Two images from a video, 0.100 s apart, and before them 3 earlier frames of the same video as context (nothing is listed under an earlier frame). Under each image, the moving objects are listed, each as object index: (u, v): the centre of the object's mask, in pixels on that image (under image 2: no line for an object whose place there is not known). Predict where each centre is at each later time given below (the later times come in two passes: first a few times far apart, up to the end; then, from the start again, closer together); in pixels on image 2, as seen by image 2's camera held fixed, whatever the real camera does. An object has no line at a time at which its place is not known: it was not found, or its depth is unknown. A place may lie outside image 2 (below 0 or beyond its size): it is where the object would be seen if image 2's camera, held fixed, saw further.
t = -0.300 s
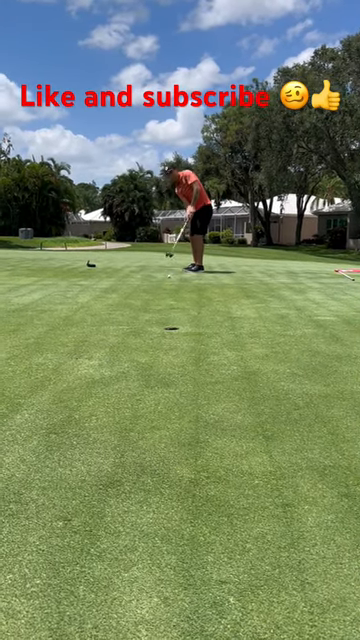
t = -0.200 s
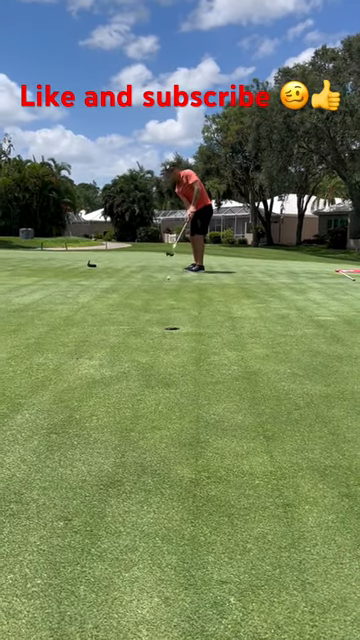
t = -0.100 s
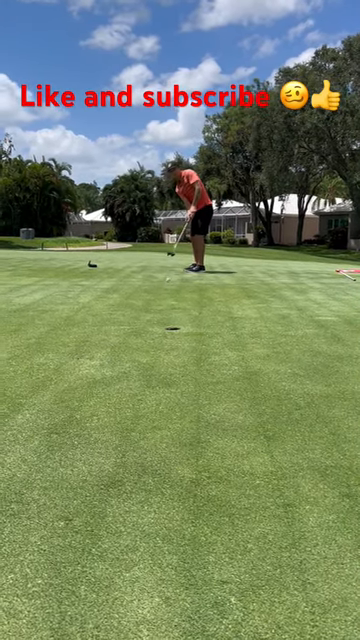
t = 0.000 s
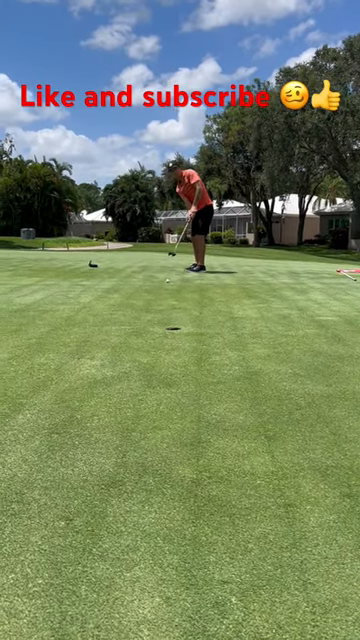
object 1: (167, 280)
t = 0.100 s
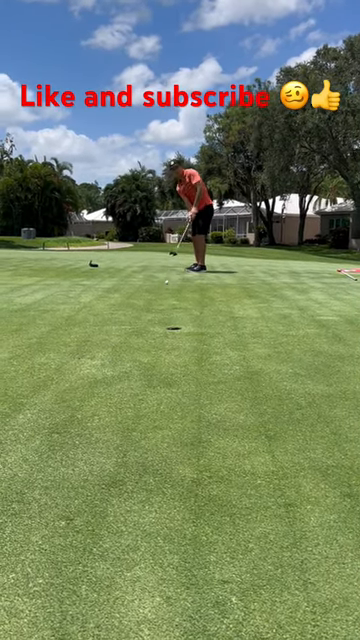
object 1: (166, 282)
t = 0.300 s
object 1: (163, 285)
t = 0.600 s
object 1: (158, 290)
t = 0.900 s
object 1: (152, 296)
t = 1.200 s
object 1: (144, 302)
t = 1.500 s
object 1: (136, 309)
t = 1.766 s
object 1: (126, 316)
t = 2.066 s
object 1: (115, 324)
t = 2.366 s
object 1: (102, 333)
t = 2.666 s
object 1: (86, 341)
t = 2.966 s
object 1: (69, 350)
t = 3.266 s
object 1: (51, 359)
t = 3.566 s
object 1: (34, 367)
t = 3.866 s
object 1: (19, 374)
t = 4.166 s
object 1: (8, 380)
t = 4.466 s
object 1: (-3, 385)
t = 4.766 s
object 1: (-10, 388)
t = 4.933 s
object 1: (-11, 388)
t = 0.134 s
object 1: (166, 282)
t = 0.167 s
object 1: (166, 283)
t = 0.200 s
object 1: (165, 283)
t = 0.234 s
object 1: (165, 284)
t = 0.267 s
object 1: (164, 285)
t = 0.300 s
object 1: (163, 285)
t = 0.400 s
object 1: (162, 287)
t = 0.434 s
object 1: (162, 287)
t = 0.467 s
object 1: (161, 288)
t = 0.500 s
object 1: (160, 288)
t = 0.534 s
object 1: (160, 289)
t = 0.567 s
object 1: (159, 289)
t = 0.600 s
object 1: (158, 290)
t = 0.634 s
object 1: (158, 291)
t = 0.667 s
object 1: (157, 291)
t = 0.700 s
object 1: (156, 292)
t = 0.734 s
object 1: (156, 293)
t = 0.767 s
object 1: (155, 293)
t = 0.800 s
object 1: (154, 294)
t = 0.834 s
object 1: (153, 295)
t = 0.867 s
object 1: (153, 295)
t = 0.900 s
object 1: (152, 296)
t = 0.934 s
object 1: (151, 297)
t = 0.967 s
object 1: (151, 298)
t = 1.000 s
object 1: (150, 298)
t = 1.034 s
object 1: (149, 298)
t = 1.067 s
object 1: (148, 299)
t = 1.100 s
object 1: (148, 300)
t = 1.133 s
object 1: (146, 301)
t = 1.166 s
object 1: (145, 302)
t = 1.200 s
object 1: (144, 302)
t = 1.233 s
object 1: (144, 303)
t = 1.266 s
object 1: (143, 304)
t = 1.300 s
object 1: (142, 305)
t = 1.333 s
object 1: (141, 305)
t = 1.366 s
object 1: (140, 306)
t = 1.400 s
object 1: (139, 307)
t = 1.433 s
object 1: (138, 308)
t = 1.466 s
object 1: (137, 309)
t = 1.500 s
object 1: (136, 309)
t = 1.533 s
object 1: (135, 310)
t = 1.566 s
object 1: (133, 311)
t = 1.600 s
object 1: (132, 312)
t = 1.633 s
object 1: (131, 313)
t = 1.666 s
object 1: (130, 313)
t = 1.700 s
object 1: (129, 314)
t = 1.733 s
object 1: (128, 315)
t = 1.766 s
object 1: (126, 316)
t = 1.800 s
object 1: (125, 317)
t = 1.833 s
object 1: (124, 318)
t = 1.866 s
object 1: (123, 318)
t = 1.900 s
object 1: (122, 320)
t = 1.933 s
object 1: (121, 320)
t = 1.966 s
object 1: (119, 321)
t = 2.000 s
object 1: (118, 322)
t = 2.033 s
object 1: (116, 323)
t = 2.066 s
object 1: (115, 324)
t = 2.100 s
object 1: (114, 325)
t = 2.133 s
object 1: (113, 326)
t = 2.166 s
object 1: (111, 327)
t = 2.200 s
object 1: (110, 328)
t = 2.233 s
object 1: (108, 329)
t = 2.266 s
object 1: (107, 330)
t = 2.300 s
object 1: (105, 331)
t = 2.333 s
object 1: (104, 331)
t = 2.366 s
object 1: (102, 333)
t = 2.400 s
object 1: (100, 333)
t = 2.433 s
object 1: (99, 334)
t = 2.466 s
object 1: (97, 335)
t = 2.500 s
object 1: (95, 336)
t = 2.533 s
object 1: (93, 337)
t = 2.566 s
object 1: (91, 338)
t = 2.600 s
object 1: (89, 339)
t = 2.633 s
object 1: (88, 340)
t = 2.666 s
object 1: (86, 341)
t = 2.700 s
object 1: (84, 342)
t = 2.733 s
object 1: (82, 343)
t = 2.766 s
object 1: (80, 344)
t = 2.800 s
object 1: (79, 345)
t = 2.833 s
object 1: (76, 346)
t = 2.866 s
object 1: (74, 347)
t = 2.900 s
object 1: (72, 348)
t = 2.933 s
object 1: (71, 348)
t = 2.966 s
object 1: (69, 350)
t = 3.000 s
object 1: (66, 351)
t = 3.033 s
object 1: (65, 352)
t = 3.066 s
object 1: (63, 353)
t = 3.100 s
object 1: (61, 354)
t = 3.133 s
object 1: (59, 355)
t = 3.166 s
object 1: (57, 355)
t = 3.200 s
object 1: (55, 357)
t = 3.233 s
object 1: (53, 358)
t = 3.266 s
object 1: (51, 359)
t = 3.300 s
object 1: (49, 360)
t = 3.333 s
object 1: (47, 360)
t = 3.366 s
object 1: (45, 361)
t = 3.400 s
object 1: (43, 362)
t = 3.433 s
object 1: (41, 363)
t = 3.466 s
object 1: (39, 364)
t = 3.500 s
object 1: (37, 365)
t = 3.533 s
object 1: (36, 366)
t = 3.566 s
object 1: (34, 367)
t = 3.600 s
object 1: (32, 367)
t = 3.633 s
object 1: (31, 368)
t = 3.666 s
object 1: (29, 369)
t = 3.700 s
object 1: (27, 370)
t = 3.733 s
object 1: (26, 371)
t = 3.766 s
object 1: (24, 372)
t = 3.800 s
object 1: (22, 373)
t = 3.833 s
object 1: (21, 373)
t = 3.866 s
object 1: (19, 374)
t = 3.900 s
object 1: (18, 375)
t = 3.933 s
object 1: (16, 376)
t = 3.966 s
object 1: (15, 376)
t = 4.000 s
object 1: (14, 377)
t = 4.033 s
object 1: (12, 378)
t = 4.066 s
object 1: (11, 378)
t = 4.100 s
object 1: (10, 379)
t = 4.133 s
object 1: (9, 380)
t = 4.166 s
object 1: (8, 380)
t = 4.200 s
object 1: (6, 381)
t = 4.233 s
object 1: (5, 381)
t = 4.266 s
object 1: (4, 382)
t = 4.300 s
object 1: (3, 382)
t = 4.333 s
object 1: (2, 383)
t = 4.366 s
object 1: (1, 383)
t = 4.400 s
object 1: (-1, 384)
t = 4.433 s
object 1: (-2, 385)
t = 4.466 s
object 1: (-3, 385)
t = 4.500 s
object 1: (-4, 385)
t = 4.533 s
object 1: (-4, 386)
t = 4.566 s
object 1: (-5, 386)
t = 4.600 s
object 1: (-6, 387)
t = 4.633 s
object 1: (-7, 387)
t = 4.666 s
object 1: (-9, 387)
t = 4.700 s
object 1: (-9, 388)
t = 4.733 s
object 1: (-10, 388)
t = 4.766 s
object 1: (-10, 388)
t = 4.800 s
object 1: (-10, 388)
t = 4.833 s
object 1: (-10, 388)
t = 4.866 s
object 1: (-11, 388)
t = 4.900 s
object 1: (-11, 388)
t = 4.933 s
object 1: (-11, 388)
